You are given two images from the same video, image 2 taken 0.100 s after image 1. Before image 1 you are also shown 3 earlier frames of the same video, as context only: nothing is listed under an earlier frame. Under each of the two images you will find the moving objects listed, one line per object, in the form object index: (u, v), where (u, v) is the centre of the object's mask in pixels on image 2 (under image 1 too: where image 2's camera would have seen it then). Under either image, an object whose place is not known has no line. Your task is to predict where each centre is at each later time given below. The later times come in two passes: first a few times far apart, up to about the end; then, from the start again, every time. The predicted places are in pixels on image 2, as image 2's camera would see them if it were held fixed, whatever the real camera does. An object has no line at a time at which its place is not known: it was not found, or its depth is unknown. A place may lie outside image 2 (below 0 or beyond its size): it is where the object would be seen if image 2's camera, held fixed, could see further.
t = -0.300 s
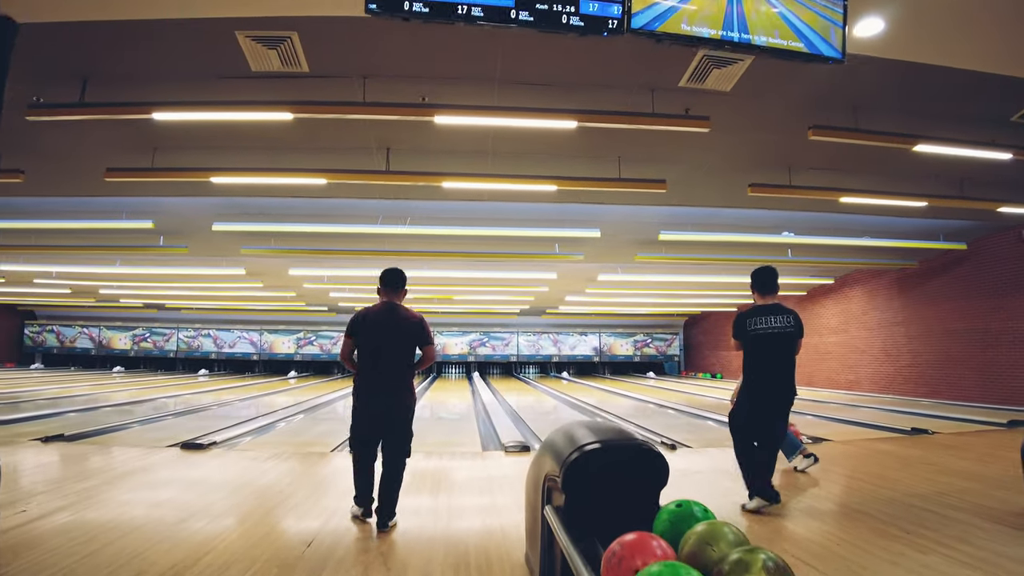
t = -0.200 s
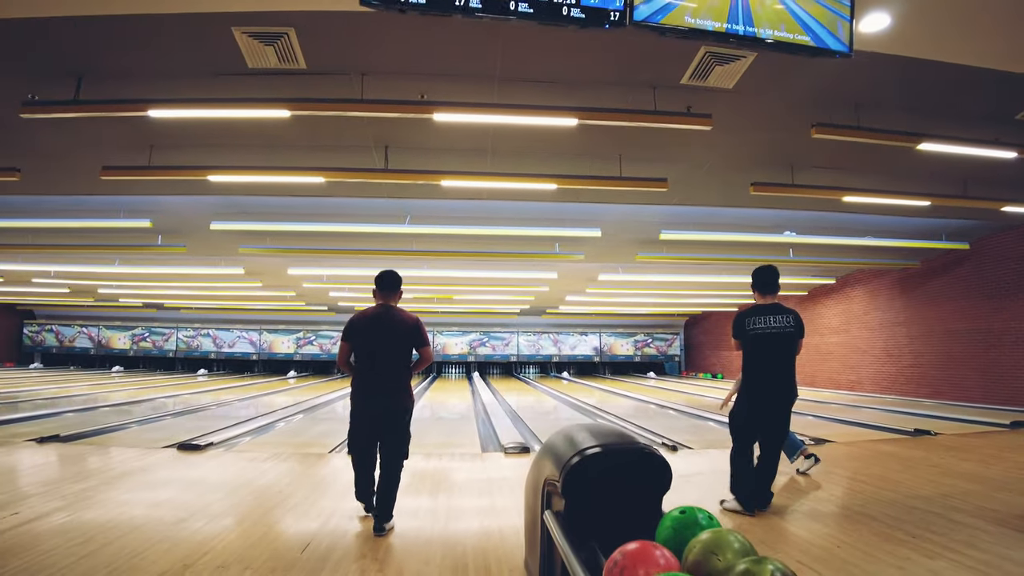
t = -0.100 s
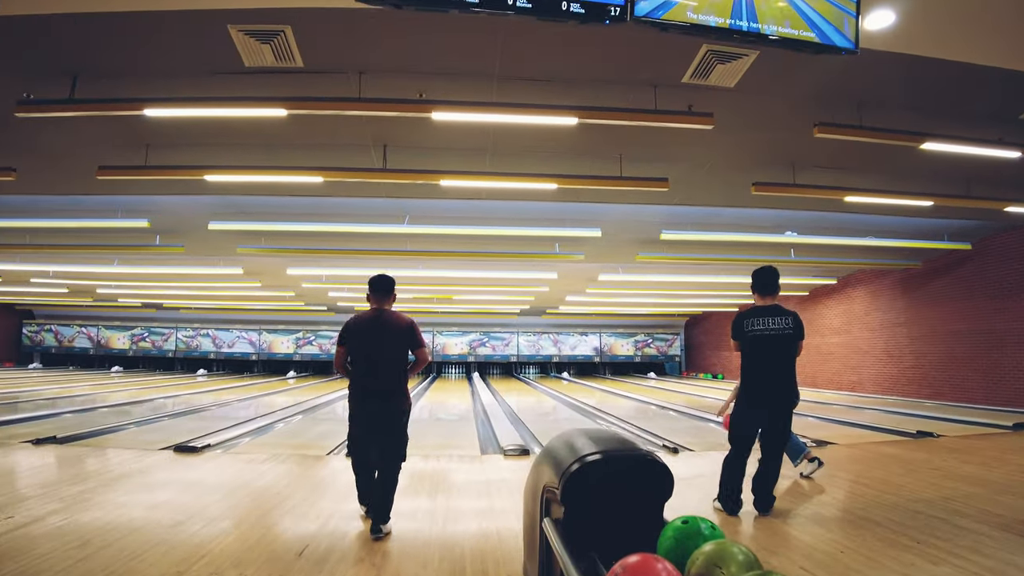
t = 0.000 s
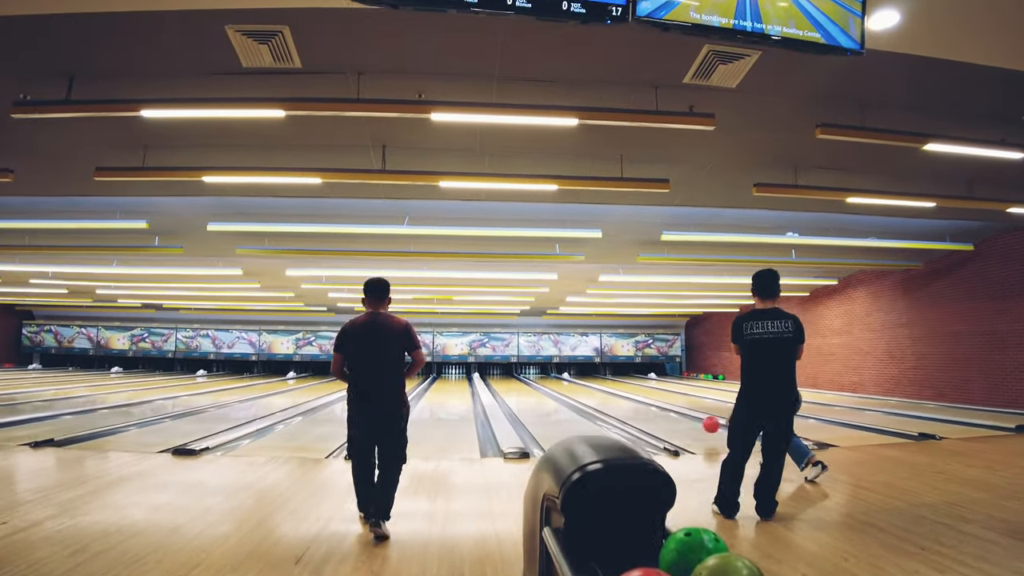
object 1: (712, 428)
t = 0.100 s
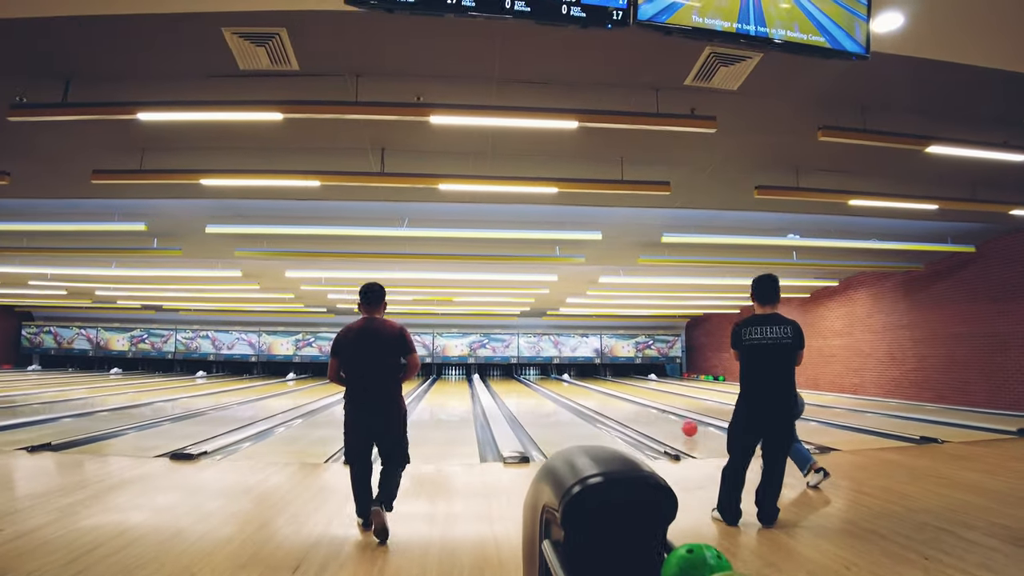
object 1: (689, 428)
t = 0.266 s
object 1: (659, 420)
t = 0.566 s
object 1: (618, 409)
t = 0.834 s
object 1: (592, 402)
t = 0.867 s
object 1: (589, 401)
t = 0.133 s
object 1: (683, 425)
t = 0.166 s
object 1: (676, 424)
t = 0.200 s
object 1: (670, 423)
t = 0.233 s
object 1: (664, 422)
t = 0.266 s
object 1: (659, 420)
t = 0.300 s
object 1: (653, 419)
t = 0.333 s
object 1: (648, 418)
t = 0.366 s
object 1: (644, 416)
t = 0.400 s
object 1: (639, 415)
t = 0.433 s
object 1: (634, 414)
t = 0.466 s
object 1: (630, 412)
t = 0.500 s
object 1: (626, 411)
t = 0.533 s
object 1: (622, 410)
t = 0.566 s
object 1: (618, 409)
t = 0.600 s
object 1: (614, 408)
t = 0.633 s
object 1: (611, 407)
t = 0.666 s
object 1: (607, 406)
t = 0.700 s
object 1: (604, 405)
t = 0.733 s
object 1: (601, 404)
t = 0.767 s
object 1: (598, 403)
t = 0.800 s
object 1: (595, 402)
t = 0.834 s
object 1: (592, 402)
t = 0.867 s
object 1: (589, 401)
